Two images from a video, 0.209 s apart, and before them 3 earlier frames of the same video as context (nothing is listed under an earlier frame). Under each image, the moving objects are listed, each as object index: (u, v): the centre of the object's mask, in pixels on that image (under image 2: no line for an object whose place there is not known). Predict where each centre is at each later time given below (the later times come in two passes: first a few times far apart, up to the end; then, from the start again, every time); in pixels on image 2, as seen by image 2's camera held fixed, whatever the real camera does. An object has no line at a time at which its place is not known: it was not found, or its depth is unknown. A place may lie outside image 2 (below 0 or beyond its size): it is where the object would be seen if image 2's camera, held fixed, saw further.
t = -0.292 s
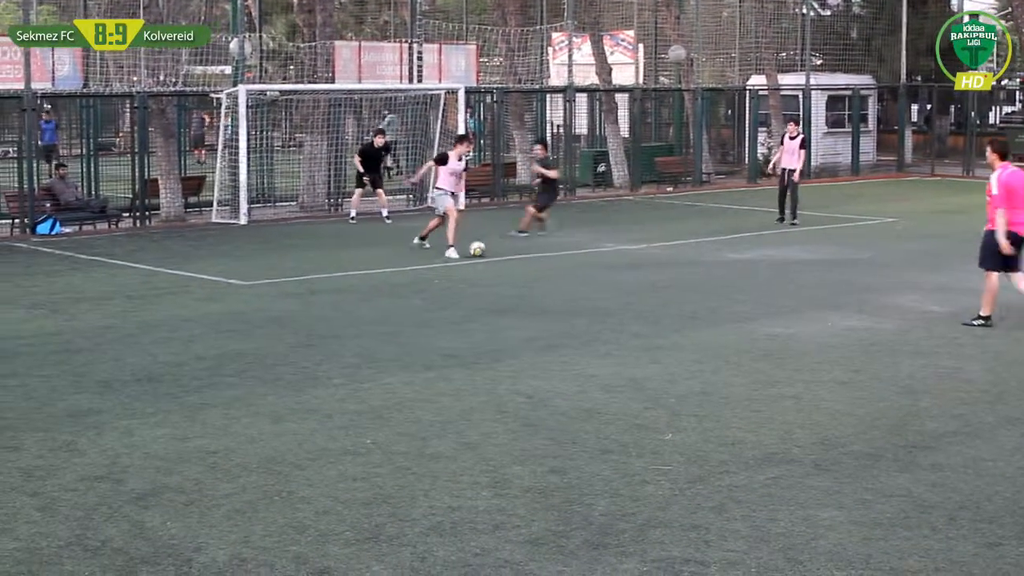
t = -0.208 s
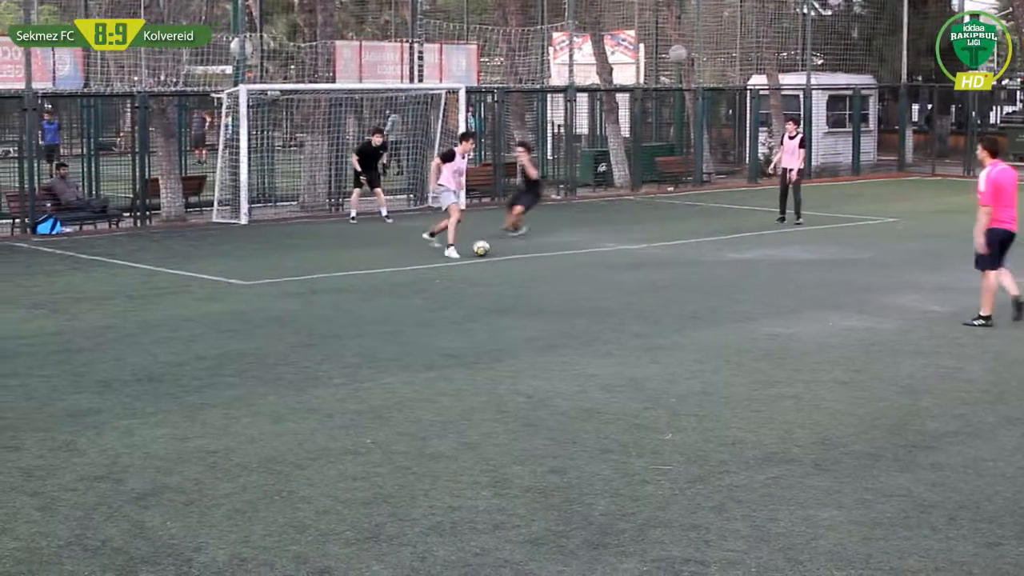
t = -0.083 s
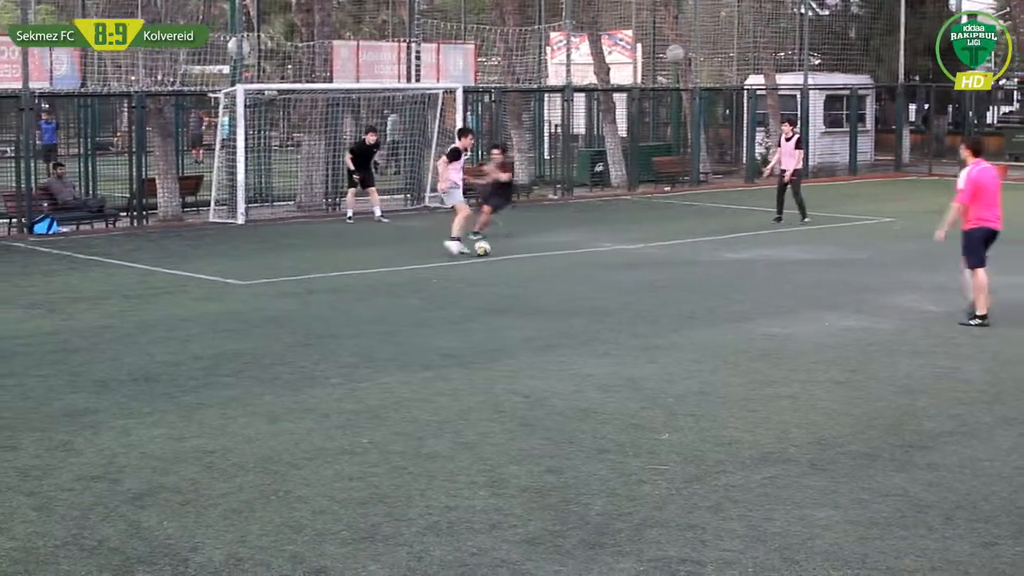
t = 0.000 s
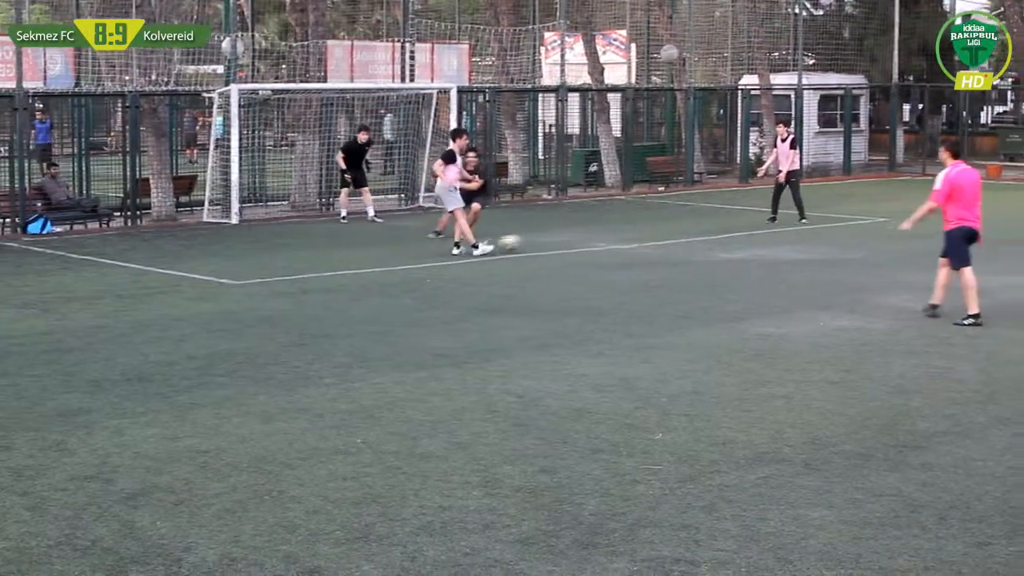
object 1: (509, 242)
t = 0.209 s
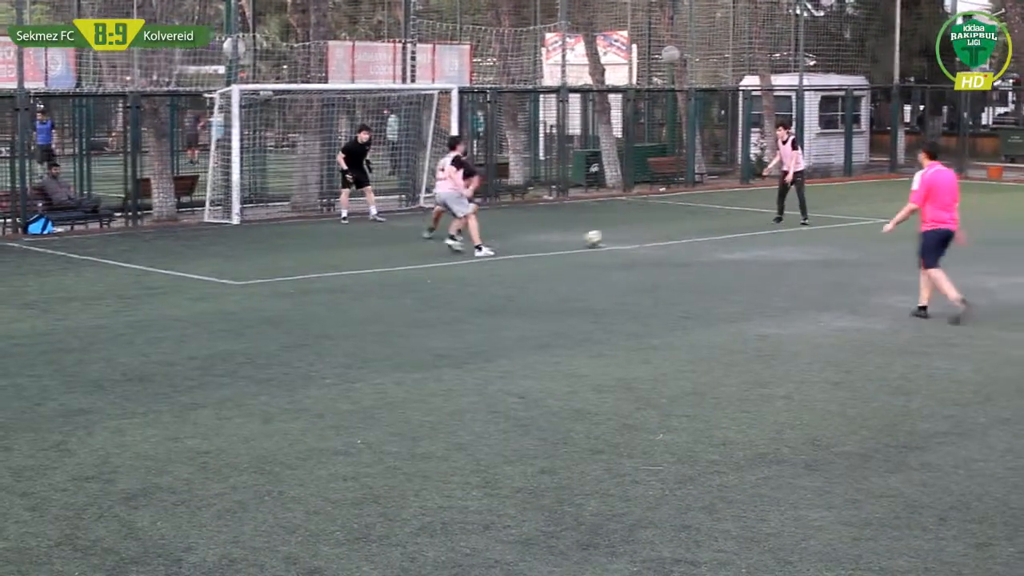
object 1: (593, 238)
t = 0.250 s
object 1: (606, 236)
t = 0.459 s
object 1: (661, 231)
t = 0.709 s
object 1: (710, 230)
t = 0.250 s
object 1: (606, 236)
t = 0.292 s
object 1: (619, 234)
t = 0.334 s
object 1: (631, 235)
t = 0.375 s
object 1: (642, 236)
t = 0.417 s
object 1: (652, 234)
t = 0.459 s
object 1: (661, 231)
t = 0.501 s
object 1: (671, 231)
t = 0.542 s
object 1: (680, 231)
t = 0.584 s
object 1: (688, 231)
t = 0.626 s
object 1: (695, 230)
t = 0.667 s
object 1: (703, 229)
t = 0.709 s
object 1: (710, 230)
